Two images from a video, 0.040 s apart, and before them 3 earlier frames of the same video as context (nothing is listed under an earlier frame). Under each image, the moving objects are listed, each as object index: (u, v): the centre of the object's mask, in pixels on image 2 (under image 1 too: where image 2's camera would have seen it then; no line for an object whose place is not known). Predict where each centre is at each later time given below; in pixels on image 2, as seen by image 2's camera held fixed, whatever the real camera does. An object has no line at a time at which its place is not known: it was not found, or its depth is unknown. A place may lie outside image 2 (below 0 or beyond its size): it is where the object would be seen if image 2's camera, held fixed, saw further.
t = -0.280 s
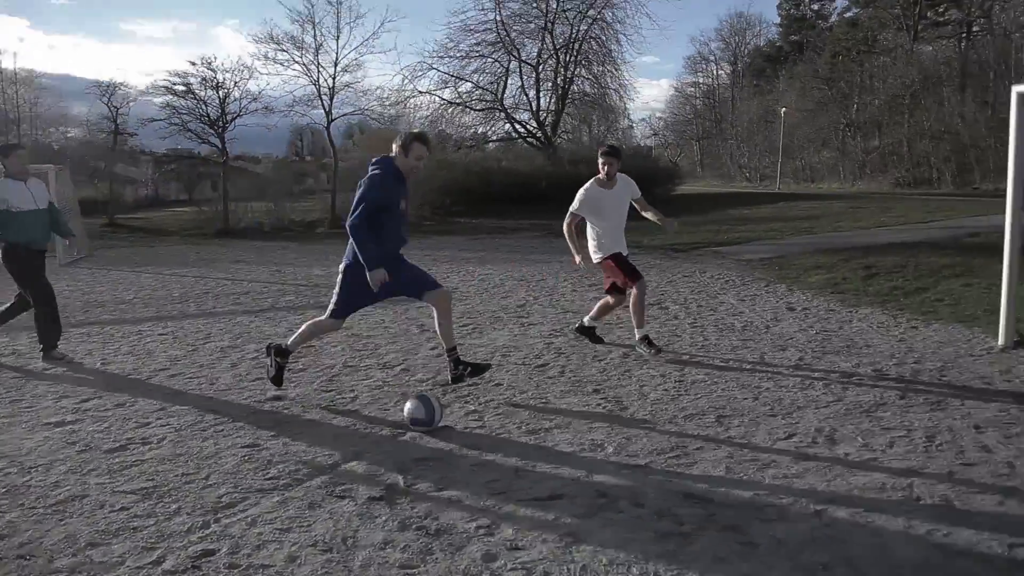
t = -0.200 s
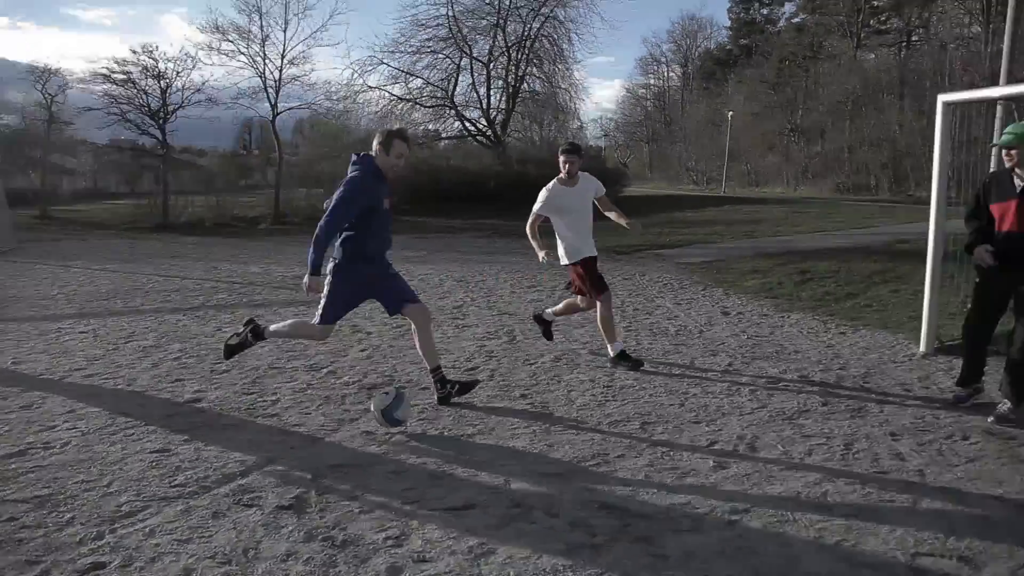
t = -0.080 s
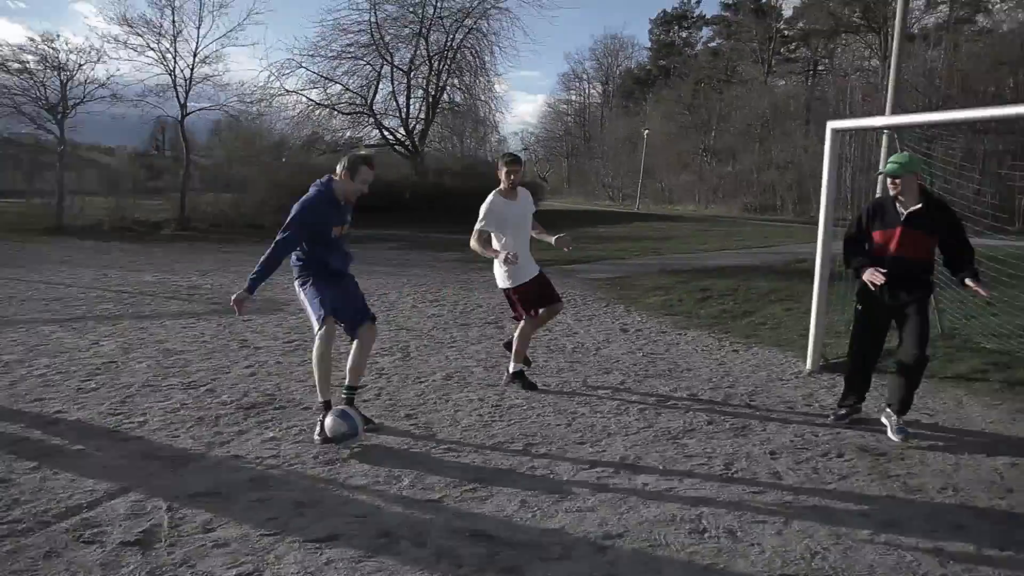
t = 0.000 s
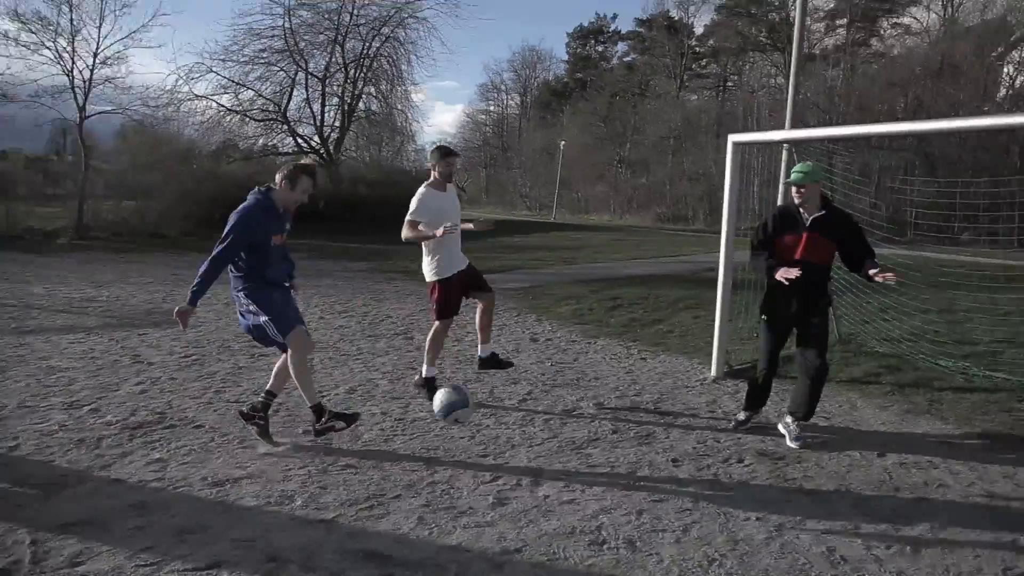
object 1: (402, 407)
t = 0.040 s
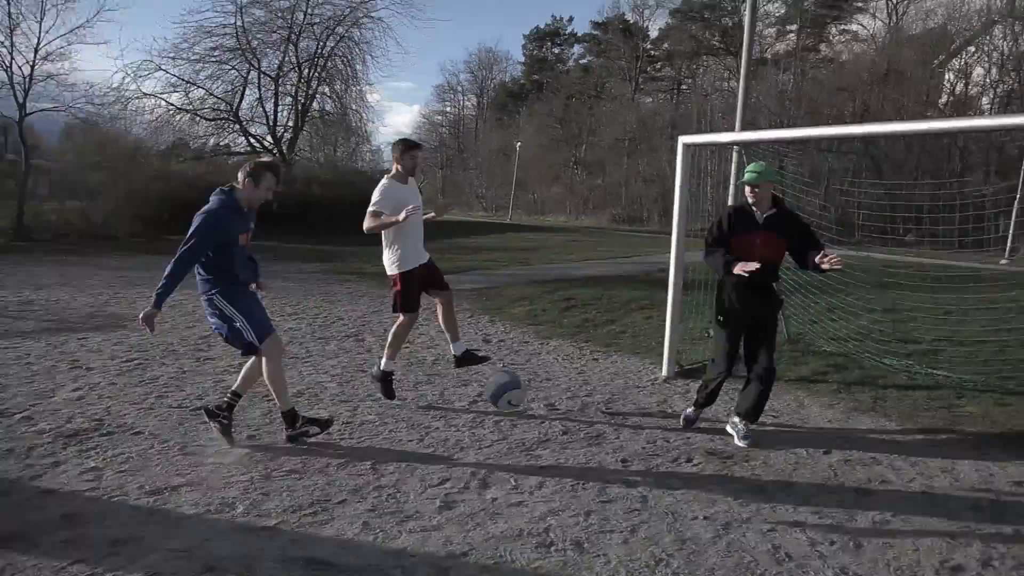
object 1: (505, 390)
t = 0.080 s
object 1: (601, 377)
